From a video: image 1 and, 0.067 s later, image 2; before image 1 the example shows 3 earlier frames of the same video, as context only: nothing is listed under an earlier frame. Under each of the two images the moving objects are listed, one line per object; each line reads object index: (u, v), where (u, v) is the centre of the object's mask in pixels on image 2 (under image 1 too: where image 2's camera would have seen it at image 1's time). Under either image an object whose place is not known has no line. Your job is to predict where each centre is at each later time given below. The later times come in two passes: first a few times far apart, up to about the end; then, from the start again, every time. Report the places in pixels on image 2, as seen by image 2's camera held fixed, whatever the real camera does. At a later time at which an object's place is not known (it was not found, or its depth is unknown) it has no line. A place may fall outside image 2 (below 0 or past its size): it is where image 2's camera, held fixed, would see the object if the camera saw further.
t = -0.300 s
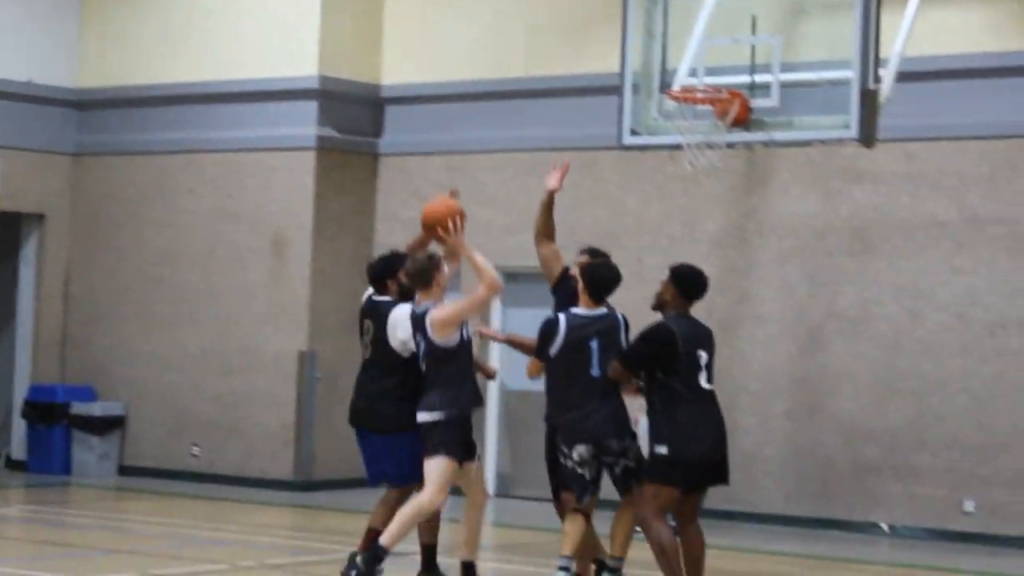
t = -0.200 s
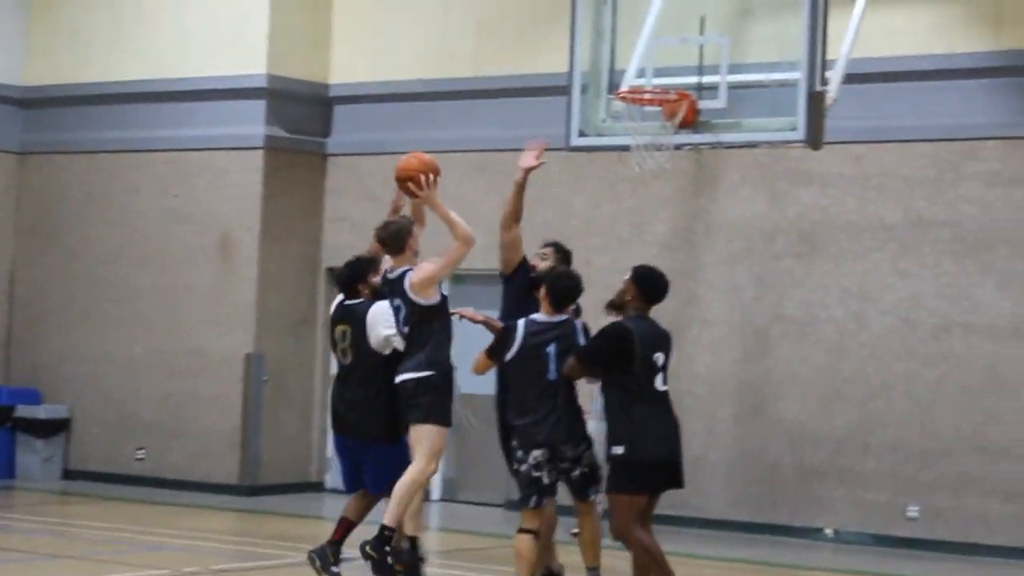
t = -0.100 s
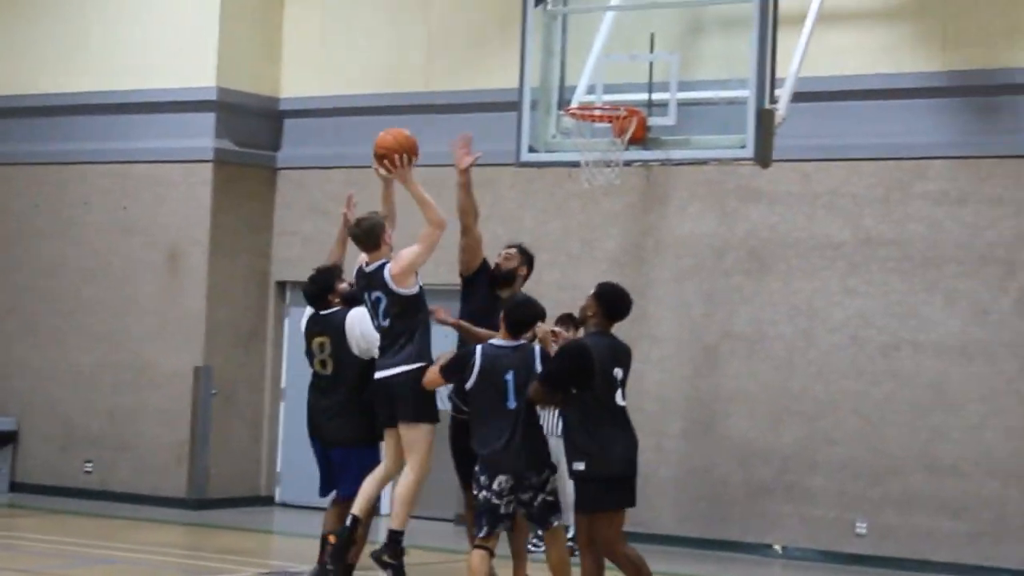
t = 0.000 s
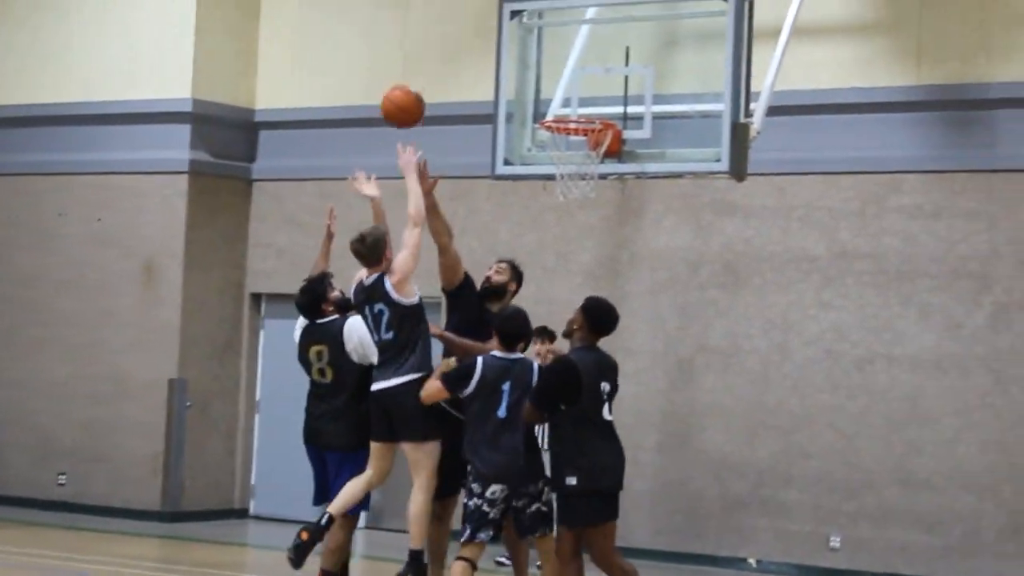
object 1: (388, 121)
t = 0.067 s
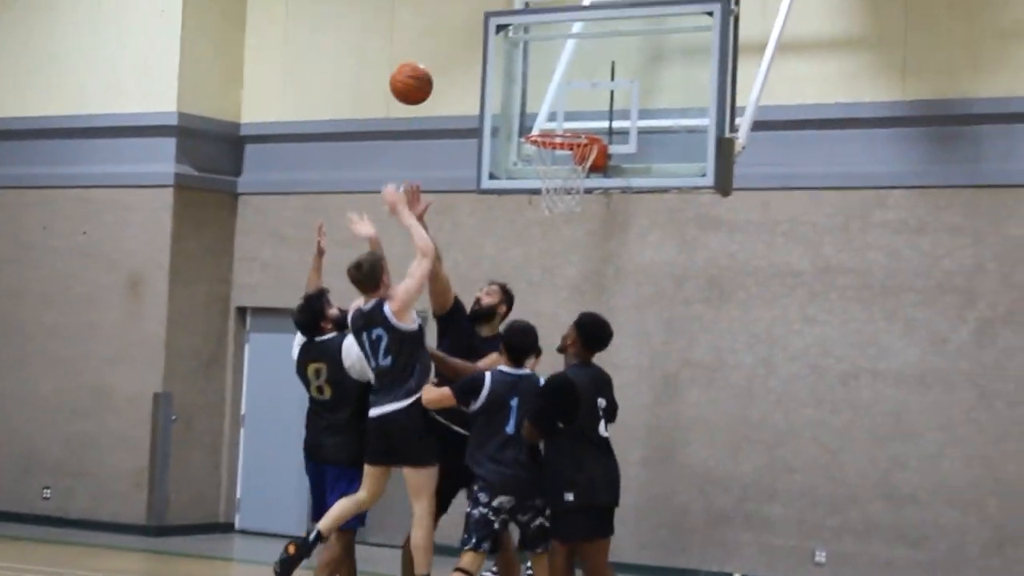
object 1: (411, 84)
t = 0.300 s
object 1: (481, 23)
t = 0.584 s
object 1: (549, 71)
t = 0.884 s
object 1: (483, 82)
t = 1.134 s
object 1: (398, 89)
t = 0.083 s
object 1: (417, 76)
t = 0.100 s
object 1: (422, 69)
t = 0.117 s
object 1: (428, 62)
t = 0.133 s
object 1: (433, 56)
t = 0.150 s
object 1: (438, 50)
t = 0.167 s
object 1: (443, 45)
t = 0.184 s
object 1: (448, 41)
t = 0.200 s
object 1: (453, 37)
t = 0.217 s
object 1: (458, 33)
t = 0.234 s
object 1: (463, 30)
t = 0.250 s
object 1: (467, 28)
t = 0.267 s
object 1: (472, 26)
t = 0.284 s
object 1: (477, 24)
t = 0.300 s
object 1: (481, 23)
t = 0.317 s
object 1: (486, 22)
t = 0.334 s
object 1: (490, 22)
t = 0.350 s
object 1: (494, 22)
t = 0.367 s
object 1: (499, 23)
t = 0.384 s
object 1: (503, 24)
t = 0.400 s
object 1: (507, 26)
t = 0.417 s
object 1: (511, 28)
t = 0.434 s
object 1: (516, 30)
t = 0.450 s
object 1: (520, 33)
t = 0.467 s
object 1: (523, 37)
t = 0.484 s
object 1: (527, 40)
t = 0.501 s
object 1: (530, 44)
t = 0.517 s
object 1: (535, 49)
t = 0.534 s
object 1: (538, 53)
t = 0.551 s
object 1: (542, 58)
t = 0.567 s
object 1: (545, 64)
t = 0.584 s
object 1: (549, 71)
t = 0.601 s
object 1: (553, 77)
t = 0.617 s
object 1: (556, 83)
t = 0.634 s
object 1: (559, 90)
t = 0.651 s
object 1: (556, 95)
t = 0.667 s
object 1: (551, 100)
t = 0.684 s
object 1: (545, 105)
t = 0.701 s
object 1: (540, 110)
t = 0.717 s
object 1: (534, 117)
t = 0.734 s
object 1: (529, 121)
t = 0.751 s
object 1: (524, 117)
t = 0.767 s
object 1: (519, 111)
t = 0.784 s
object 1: (515, 106)
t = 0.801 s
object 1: (509, 101)
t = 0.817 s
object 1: (504, 97)
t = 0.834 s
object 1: (499, 92)
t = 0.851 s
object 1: (494, 88)
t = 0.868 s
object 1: (489, 85)
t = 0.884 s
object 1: (483, 82)
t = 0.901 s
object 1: (478, 80)
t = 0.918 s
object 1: (472, 78)
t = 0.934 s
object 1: (467, 76)
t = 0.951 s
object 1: (462, 75)
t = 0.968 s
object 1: (456, 74)
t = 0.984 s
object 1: (450, 73)
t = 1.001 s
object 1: (445, 73)
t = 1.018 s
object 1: (439, 73)
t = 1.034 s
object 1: (433, 74)
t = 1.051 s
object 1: (428, 76)
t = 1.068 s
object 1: (422, 78)
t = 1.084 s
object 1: (416, 80)
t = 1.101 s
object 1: (410, 82)
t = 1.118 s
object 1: (404, 85)
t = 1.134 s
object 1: (398, 89)
